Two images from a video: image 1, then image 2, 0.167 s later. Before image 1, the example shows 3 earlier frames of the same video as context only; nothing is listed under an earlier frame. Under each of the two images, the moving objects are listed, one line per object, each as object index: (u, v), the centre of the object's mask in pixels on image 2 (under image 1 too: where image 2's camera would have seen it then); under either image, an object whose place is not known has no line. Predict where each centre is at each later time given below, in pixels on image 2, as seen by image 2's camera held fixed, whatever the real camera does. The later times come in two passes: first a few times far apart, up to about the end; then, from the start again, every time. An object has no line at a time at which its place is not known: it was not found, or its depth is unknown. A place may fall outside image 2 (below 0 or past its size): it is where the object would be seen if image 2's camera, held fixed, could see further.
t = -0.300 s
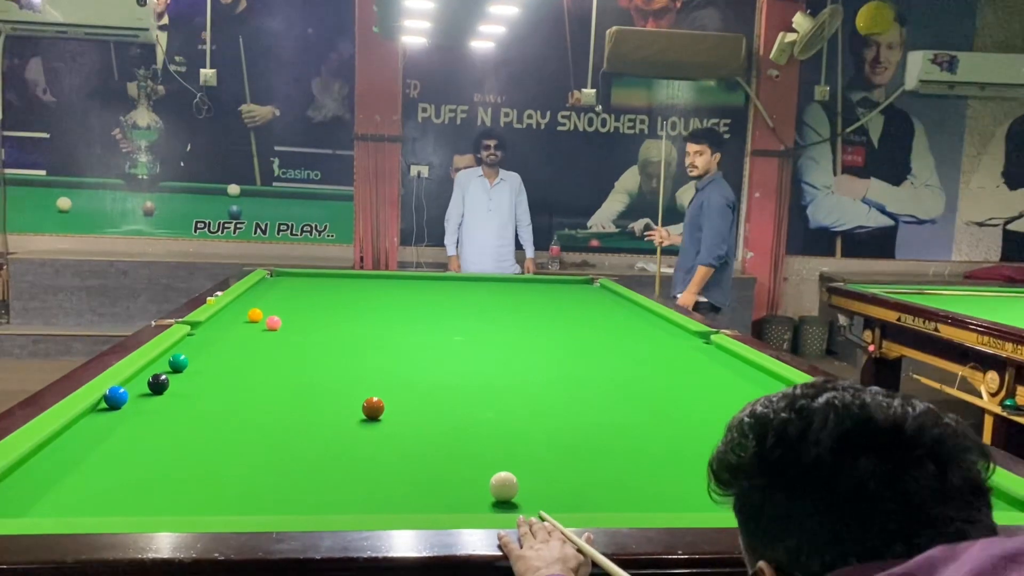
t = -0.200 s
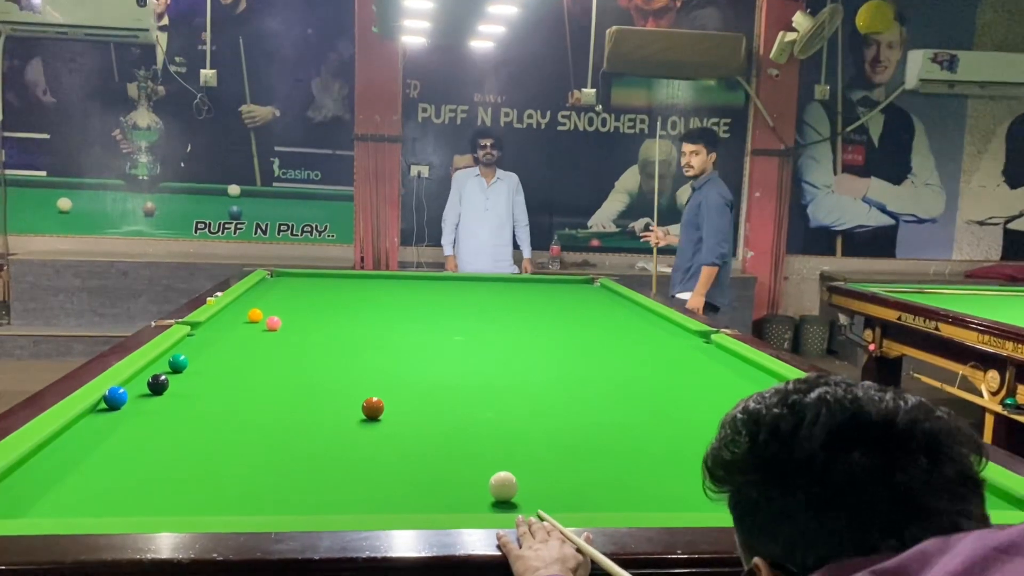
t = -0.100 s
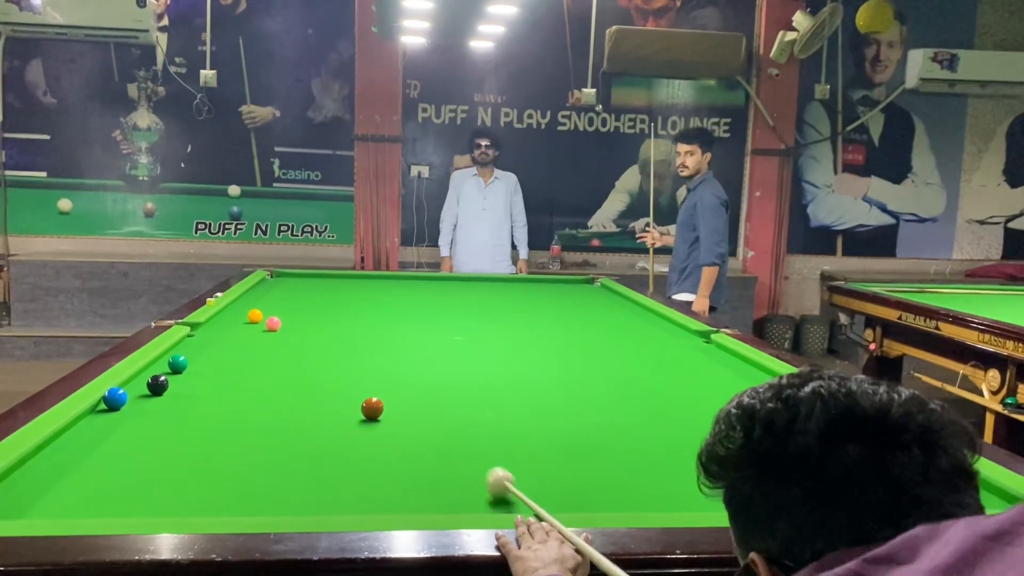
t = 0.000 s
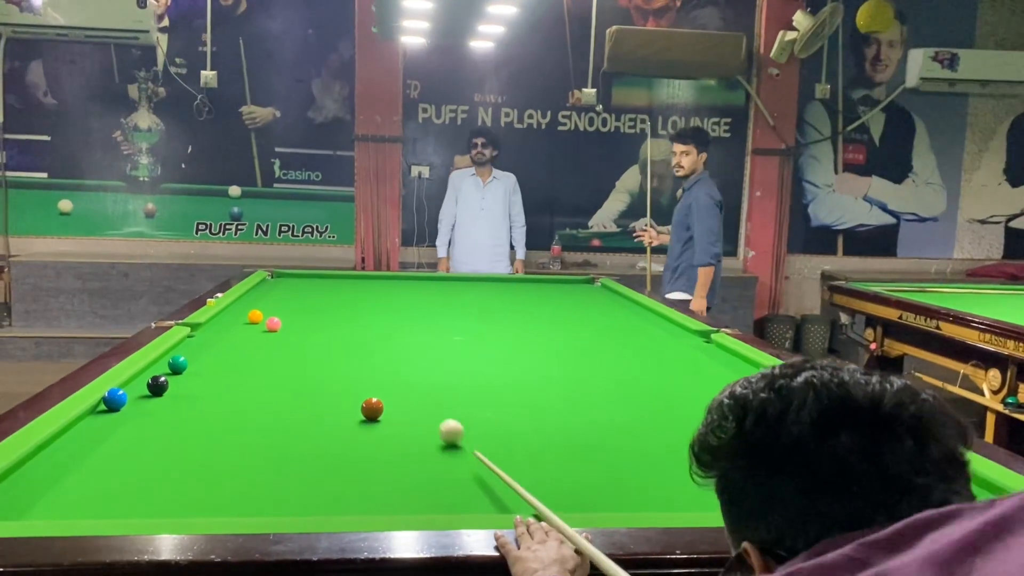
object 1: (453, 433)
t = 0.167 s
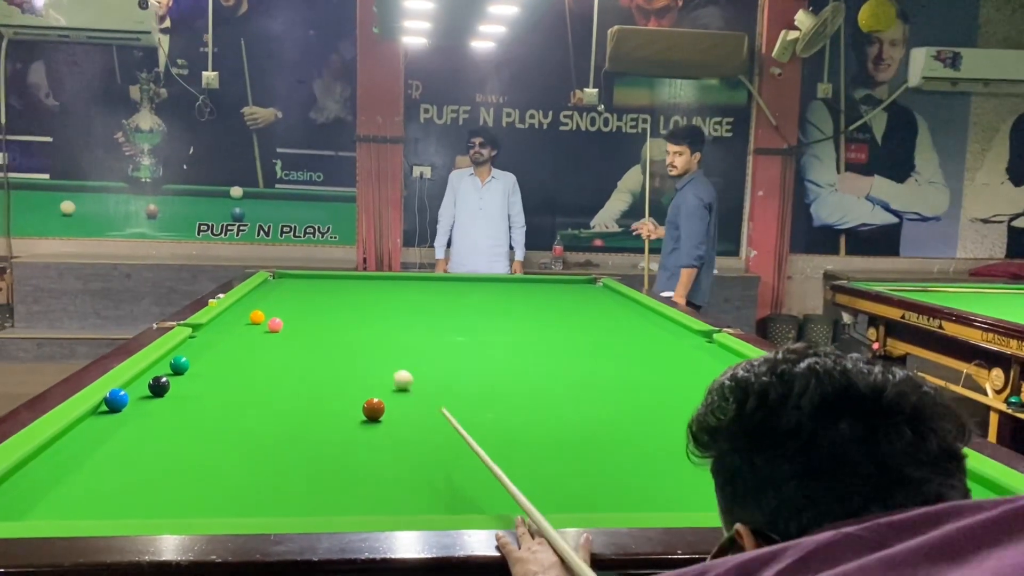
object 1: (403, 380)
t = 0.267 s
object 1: (382, 359)
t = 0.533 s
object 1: (343, 318)
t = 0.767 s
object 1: (321, 295)
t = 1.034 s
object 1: (304, 277)
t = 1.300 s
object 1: (275, 285)
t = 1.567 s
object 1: (251, 298)
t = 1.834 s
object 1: (244, 314)
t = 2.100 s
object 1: (235, 333)
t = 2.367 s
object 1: (224, 359)
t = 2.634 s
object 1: (210, 392)
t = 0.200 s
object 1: (395, 373)
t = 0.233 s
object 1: (388, 365)
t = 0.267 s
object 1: (382, 359)
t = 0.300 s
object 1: (376, 352)
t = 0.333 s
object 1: (370, 346)
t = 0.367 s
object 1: (365, 341)
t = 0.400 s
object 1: (360, 336)
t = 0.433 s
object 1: (355, 331)
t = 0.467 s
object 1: (351, 327)
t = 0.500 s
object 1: (347, 322)
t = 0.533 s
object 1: (343, 318)
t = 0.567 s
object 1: (339, 314)
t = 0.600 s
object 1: (336, 311)
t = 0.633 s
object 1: (333, 307)
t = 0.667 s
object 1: (330, 304)
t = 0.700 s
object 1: (327, 301)
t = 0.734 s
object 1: (324, 298)
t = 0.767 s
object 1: (321, 295)
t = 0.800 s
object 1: (318, 292)
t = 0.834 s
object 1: (316, 290)
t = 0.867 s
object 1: (314, 288)
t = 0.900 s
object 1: (311, 285)
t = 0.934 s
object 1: (309, 283)
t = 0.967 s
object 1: (307, 281)
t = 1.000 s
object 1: (305, 279)
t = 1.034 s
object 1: (304, 277)
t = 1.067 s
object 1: (302, 275)
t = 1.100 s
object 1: (298, 276)
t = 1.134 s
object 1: (294, 277)
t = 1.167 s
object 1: (290, 279)
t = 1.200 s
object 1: (287, 281)
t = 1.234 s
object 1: (283, 282)
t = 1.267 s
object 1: (279, 284)
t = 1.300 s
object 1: (275, 285)
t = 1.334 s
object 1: (271, 287)
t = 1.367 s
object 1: (267, 288)
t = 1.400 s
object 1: (263, 290)
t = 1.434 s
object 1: (258, 292)
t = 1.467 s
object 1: (254, 293)
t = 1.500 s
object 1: (252, 295)
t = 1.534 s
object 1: (252, 297)
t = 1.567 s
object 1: (251, 298)
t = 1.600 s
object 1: (250, 300)
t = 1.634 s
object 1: (249, 302)
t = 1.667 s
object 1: (249, 304)
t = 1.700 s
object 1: (248, 306)
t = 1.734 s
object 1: (246, 308)
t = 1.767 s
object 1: (246, 310)
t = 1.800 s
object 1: (245, 312)
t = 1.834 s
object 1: (244, 314)
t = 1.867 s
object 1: (243, 316)
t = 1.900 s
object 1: (242, 318)
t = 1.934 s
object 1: (241, 321)
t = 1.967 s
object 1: (240, 323)
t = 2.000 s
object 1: (239, 326)
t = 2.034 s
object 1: (237, 328)
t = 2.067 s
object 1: (236, 331)
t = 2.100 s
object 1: (235, 333)
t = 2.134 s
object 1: (234, 336)
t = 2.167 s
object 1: (233, 339)
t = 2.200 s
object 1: (232, 342)
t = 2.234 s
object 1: (230, 345)
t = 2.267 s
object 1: (228, 349)
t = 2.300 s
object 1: (227, 352)
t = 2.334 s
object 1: (226, 355)
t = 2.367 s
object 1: (224, 359)
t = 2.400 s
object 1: (223, 362)
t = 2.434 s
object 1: (221, 366)
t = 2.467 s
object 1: (219, 370)
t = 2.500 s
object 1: (217, 374)
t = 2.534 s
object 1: (216, 379)
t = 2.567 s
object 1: (214, 383)
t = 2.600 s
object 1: (212, 387)
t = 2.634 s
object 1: (210, 392)
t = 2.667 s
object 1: (208, 397)
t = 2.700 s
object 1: (206, 402)
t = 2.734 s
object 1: (204, 407)
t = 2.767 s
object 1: (201, 413)
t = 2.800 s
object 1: (199, 419)
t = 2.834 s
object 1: (196, 425)
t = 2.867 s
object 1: (194, 432)
